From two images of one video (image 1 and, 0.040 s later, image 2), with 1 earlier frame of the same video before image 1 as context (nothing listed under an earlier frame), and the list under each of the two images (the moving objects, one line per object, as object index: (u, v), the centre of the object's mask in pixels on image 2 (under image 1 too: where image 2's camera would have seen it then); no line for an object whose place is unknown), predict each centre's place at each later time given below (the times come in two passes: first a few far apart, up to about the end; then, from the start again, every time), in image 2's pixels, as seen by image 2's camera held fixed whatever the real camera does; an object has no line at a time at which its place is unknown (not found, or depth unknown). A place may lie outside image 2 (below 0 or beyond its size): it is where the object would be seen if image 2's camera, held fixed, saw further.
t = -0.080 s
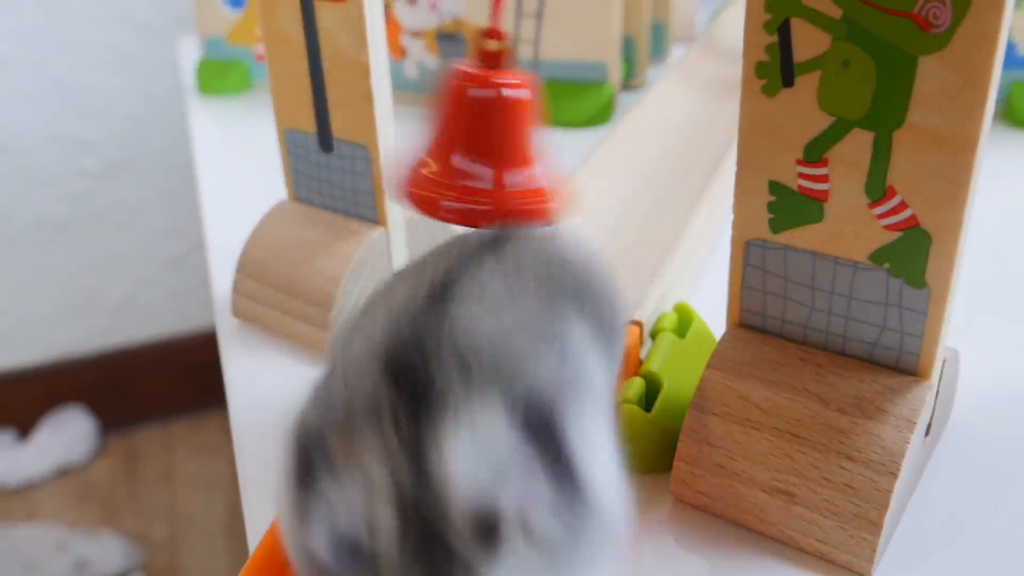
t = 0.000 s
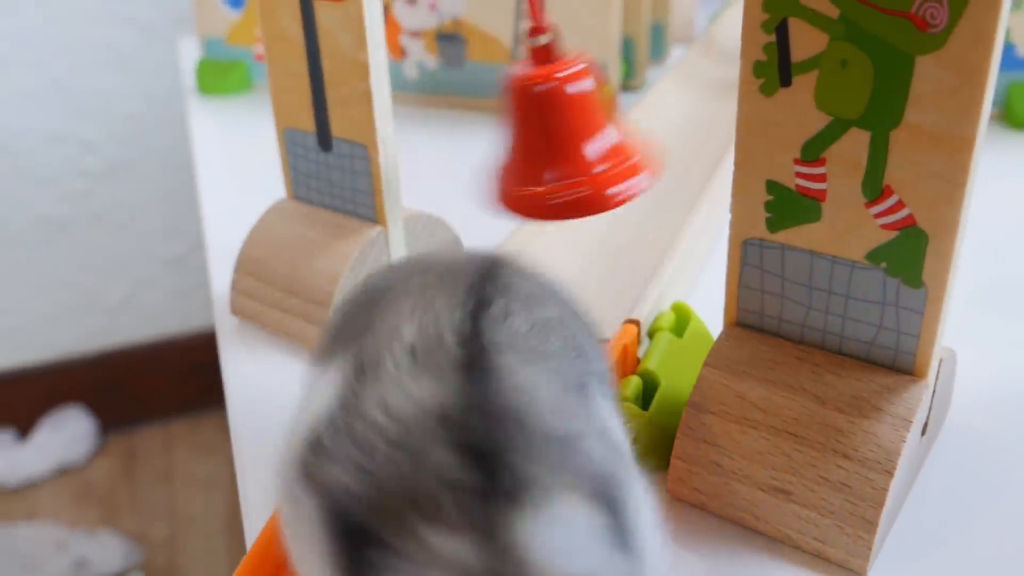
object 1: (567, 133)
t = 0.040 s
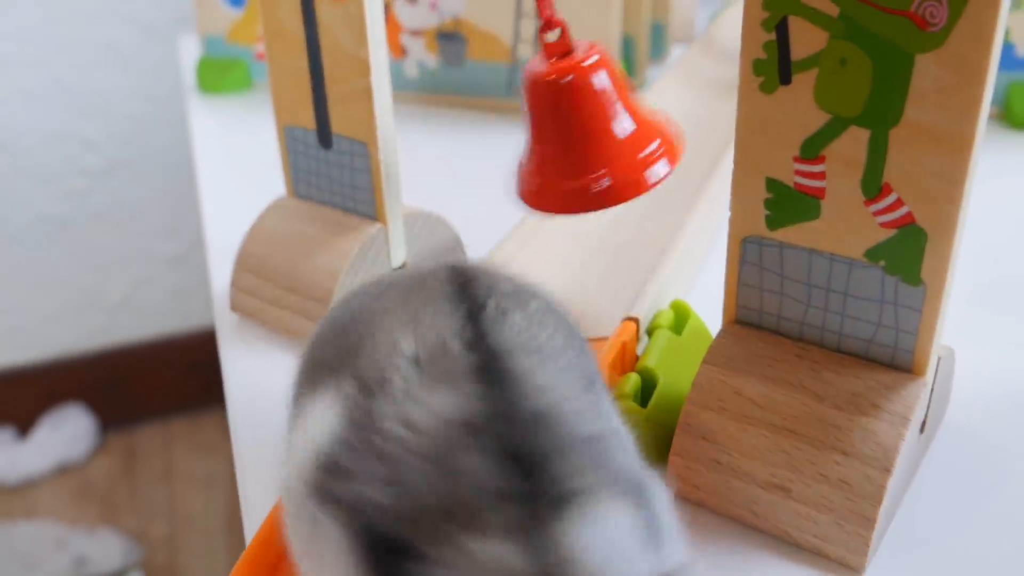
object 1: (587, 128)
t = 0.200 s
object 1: (509, 152)
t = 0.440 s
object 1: (560, 143)
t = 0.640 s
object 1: (514, 146)
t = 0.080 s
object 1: (589, 128)
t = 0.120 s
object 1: (575, 135)
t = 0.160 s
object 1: (545, 142)
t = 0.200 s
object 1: (509, 152)
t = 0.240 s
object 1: (479, 149)
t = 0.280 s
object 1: (462, 150)
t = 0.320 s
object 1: (464, 151)
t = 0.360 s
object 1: (490, 148)
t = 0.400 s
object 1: (527, 144)
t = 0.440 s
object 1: (560, 143)
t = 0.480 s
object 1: (582, 143)
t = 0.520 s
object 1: (588, 144)
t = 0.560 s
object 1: (578, 147)
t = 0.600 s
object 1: (546, 147)
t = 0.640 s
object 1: (514, 146)
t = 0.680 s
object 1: (482, 144)
